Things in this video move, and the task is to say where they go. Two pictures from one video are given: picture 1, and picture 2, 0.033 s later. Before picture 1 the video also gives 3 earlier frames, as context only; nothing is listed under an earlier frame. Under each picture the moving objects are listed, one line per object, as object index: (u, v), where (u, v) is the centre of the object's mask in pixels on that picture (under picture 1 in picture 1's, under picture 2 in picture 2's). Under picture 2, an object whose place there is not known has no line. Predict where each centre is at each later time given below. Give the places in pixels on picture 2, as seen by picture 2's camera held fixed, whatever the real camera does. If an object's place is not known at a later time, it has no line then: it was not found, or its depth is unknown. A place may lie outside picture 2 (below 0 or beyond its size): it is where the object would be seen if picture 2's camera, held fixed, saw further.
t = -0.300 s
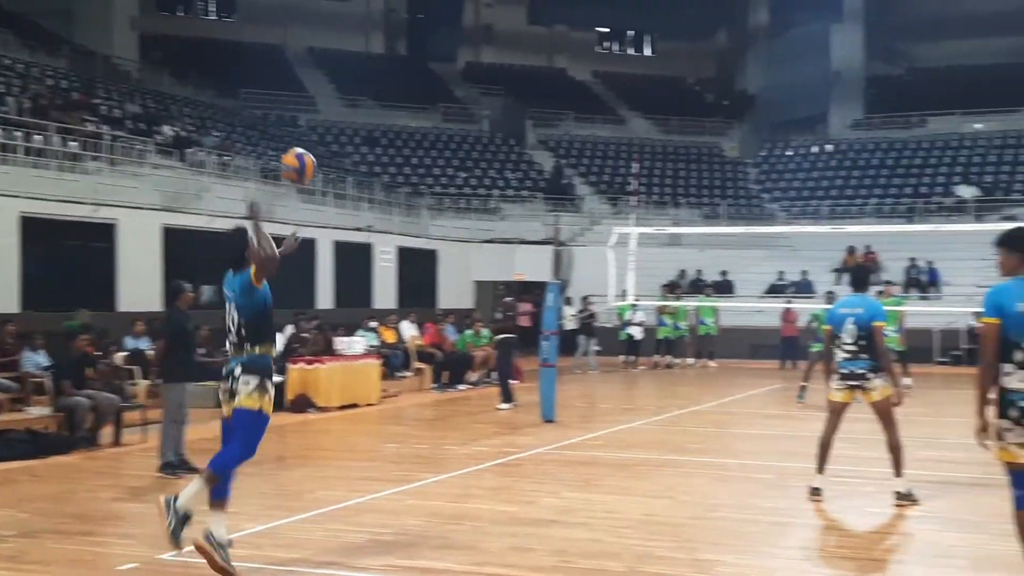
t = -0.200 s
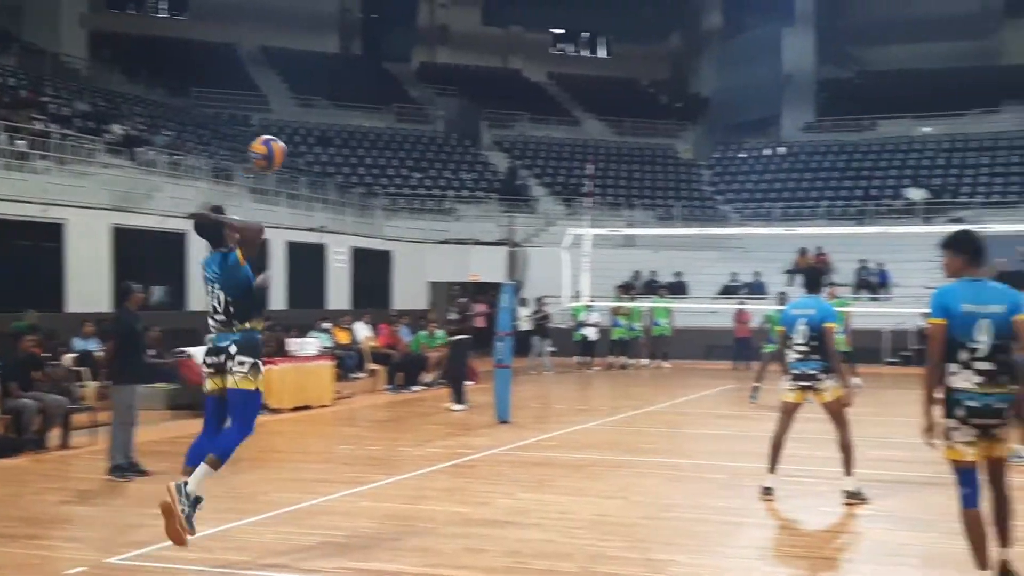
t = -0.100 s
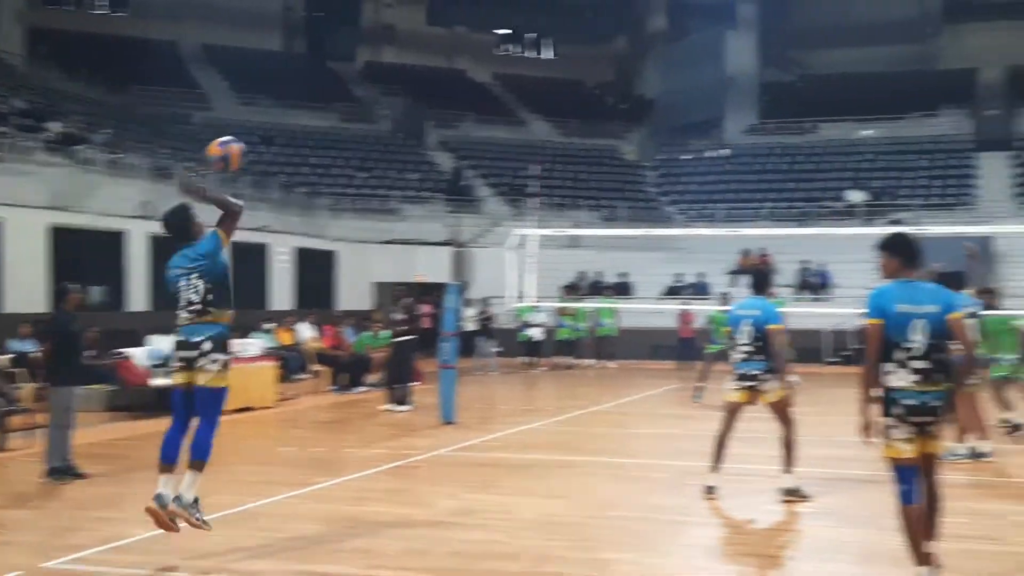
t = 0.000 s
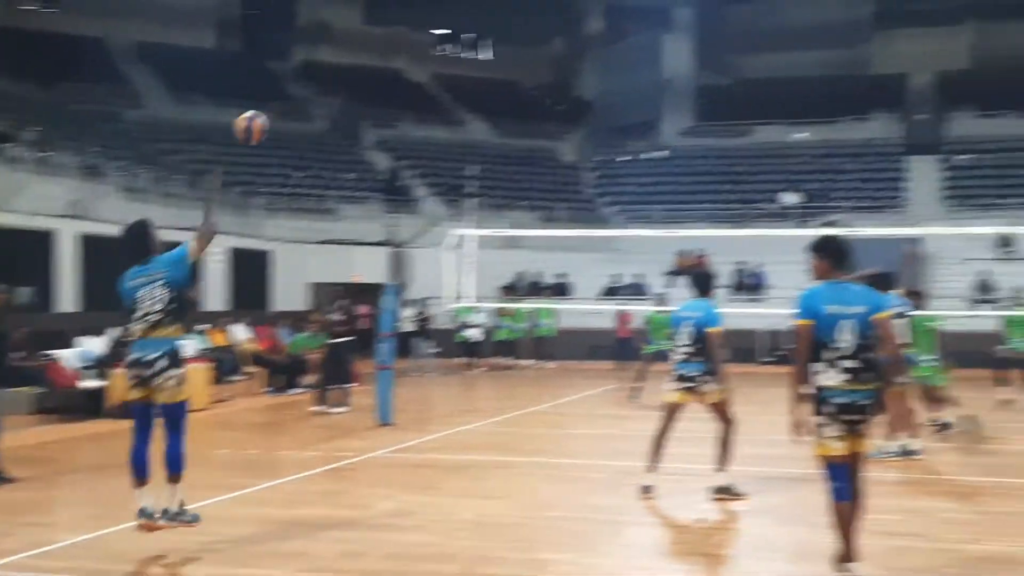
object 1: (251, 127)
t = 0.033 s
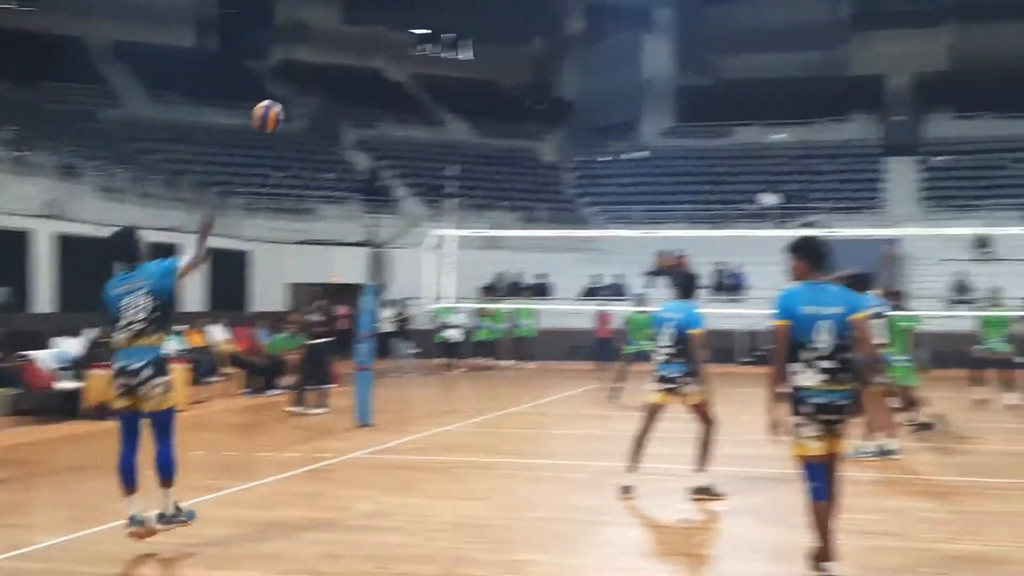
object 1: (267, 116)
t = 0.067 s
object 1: (297, 107)
